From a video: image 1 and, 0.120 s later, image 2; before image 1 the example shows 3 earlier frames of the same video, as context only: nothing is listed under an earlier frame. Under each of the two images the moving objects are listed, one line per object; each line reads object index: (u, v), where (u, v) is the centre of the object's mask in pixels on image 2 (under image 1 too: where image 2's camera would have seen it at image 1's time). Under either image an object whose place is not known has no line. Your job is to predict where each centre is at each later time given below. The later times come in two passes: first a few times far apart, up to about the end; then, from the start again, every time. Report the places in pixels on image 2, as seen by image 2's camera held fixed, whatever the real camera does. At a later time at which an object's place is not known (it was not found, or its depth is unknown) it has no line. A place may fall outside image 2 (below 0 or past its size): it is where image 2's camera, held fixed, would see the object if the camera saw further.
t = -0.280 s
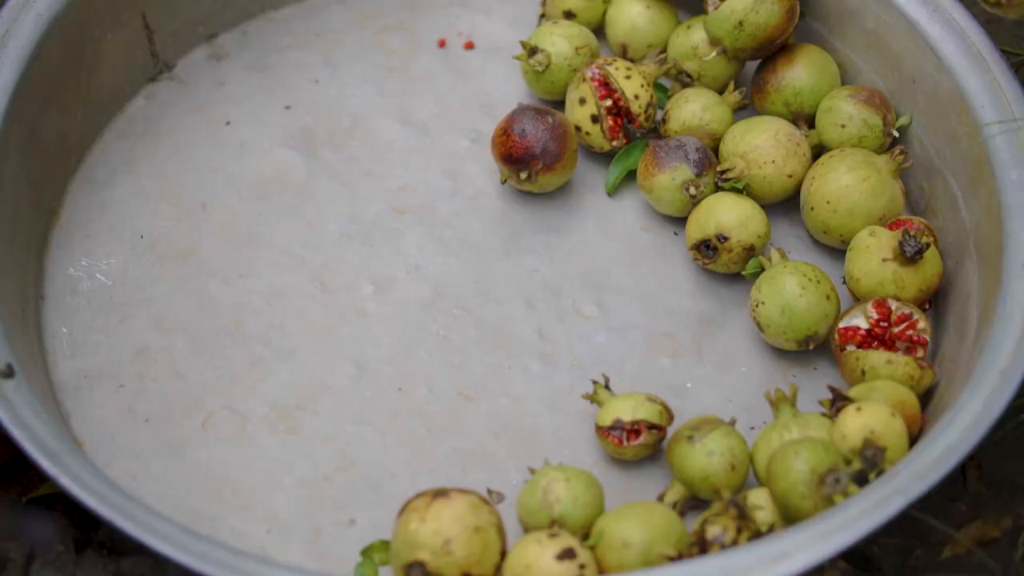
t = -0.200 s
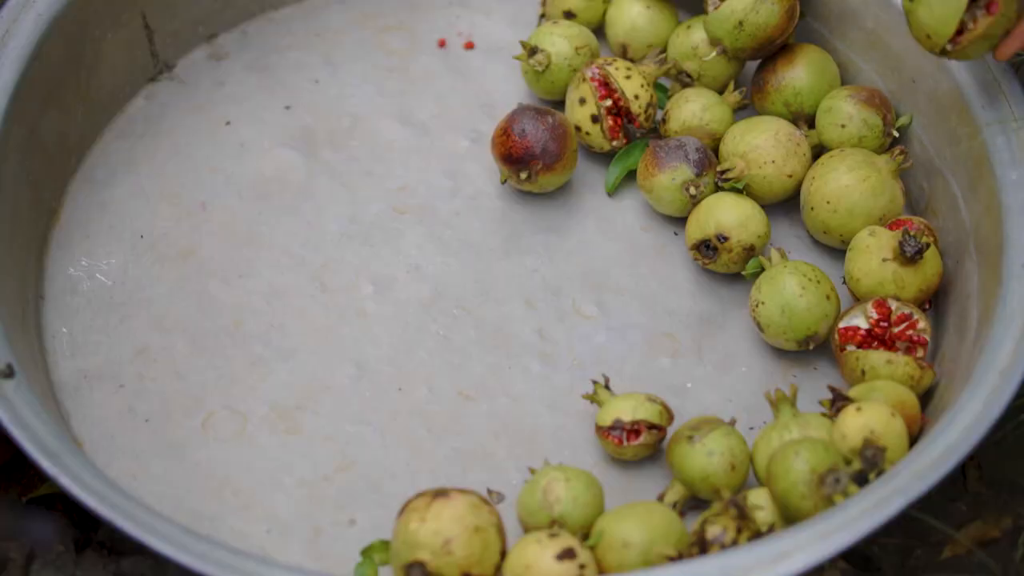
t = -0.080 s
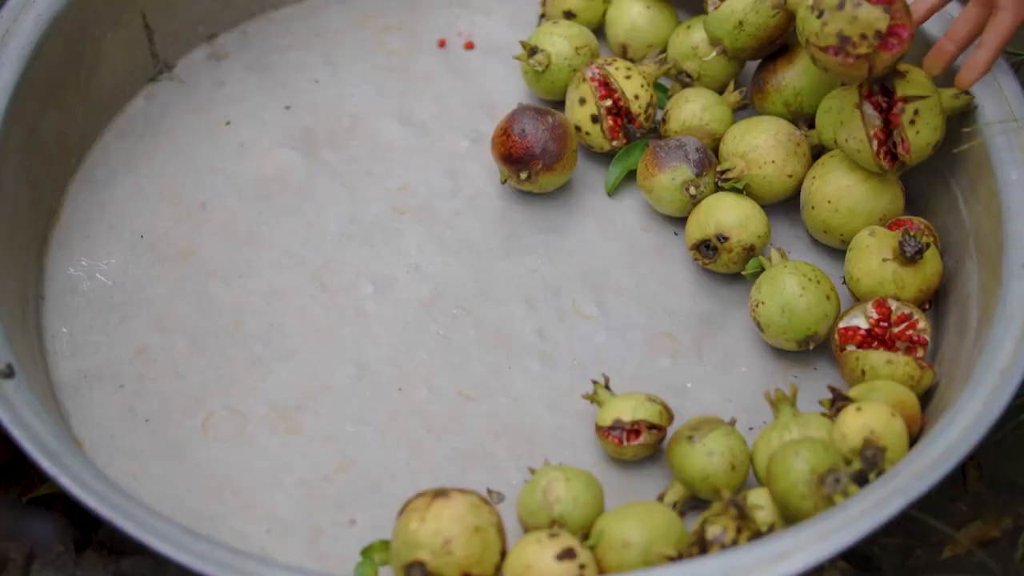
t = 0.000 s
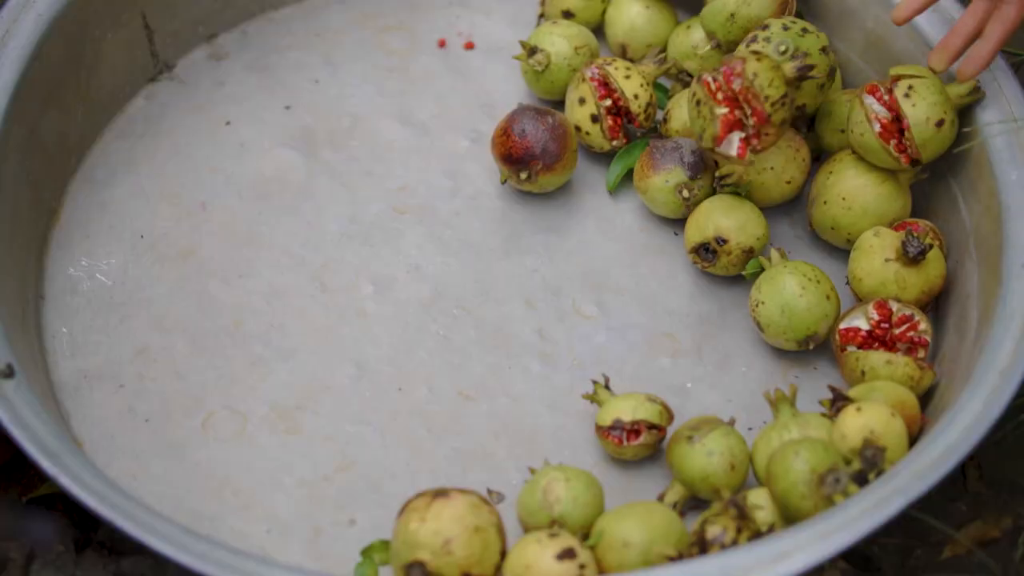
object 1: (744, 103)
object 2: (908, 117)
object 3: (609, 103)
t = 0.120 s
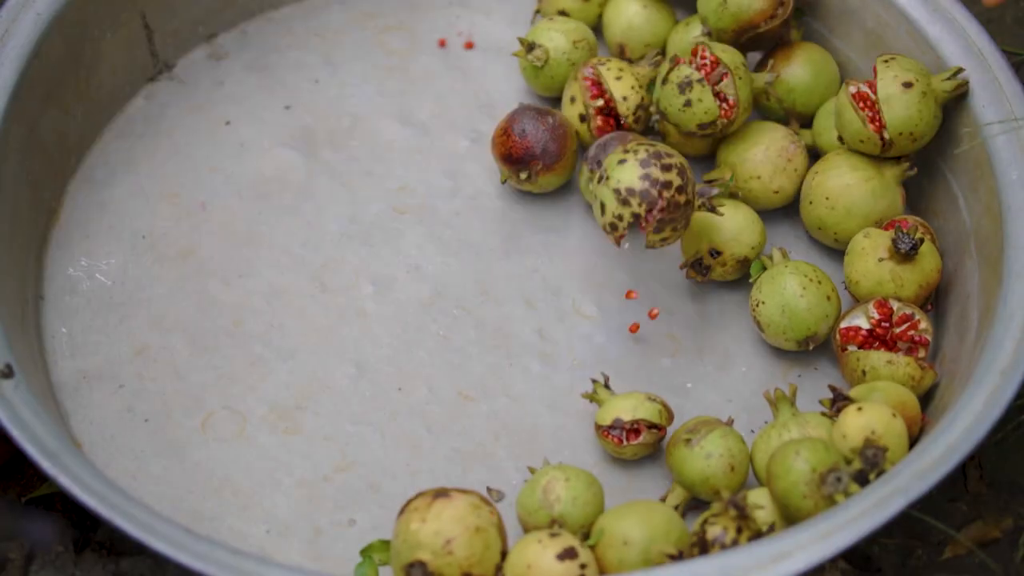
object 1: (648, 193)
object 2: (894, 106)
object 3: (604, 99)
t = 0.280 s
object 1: (578, 317)
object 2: (865, 90)
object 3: (596, 93)
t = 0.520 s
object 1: (531, 378)
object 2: (886, 95)
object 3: (618, 88)
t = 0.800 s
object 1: (555, 301)
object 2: (886, 95)
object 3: (618, 88)
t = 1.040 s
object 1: (602, 270)
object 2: (886, 95)
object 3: (618, 88)
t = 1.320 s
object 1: (612, 265)
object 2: (886, 95)
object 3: (618, 88)
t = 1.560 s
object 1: (587, 275)
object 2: (886, 95)
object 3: (618, 88)
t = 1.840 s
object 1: (612, 272)
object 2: (886, 95)
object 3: (618, 88)
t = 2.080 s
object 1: (596, 273)
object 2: (886, 95)
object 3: (618, 88)
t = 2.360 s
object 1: (605, 269)
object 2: (886, 95)
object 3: (618, 88)
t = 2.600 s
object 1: (599, 282)
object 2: (886, 95)
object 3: (618, 88)
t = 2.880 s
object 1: (599, 266)
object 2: (886, 95)
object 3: (618, 88)
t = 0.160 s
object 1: (617, 235)
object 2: (883, 95)
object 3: (596, 99)
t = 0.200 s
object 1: (595, 289)
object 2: (874, 86)
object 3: (589, 95)
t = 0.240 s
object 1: (589, 295)
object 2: (868, 85)
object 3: (590, 94)
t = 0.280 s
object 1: (578, 317)
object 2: (865, 90)
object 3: (596, 93)
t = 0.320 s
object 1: (562, 351)
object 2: (868, 92)
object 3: (604, 95)
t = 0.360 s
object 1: (548, 361)
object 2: (874, 90)
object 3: (613, 93)
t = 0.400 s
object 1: (539, 370)
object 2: (883, 92)
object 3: (615, 93)
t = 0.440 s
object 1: (534, 376)
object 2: (887, 96)
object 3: (615, 90)
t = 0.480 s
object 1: (531, 378)
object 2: (886, 97)
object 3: (617, 88)
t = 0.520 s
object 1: (531, 378)
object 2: (886, 95)
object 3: (618, 88)
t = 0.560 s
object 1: (532, 375)
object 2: (886, 95)
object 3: (618, 88)
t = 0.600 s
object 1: (533, 370)
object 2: (886, 95)
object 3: (618, 88)
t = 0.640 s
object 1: (534, 362)
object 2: (886, 95)
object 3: (618, 88)
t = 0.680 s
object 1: (538, 345)
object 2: (886, 95)
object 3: (618, 88)
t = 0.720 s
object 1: (542, 328)
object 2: (886, 95)
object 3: (618, 88)
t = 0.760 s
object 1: (548, 315)
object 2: (886, 95)
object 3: (618, 88)
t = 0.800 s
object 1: (555, 301)
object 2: (886, 95)
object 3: (618, 88)
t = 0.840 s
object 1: (561, 287)
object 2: (886, 95)
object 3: (618, 88)
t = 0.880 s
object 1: (570, 270)
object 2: (886, 95)
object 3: (618, 88)
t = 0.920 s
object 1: (578, 261)
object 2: (886, 95)
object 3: (618, 88)
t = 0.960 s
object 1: (585, 264)
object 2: (886, 95)
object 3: (618, 88)
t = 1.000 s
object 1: (592, 268)
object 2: (886, 95)
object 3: (618, 88)
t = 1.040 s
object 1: (602, 270)
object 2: (886, 95)
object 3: (618, 88)
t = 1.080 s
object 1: (610, 270)
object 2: (886, 95)
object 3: (618, 88)
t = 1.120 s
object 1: (615, 270)
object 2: (886, 95)
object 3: (618, 88)
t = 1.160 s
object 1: (617, 268)
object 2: (886, 95)
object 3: (618, 88)
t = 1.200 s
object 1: (617, 266)
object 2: (886, 95)
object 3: (618, 88)
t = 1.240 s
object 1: (616, 265)
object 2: (886, 95)
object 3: (618, 88)
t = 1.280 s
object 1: (615, 264)
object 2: (886, 95)
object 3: (618, 88)
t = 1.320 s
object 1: (612, 265)
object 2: (886, 95)
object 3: (618, 88)
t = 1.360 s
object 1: (609, 266)
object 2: (886, 95)
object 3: (618, 88)
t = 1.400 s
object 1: (605, 268)
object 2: (886, 95)
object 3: (618, 88)
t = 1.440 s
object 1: (600, 271)
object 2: (886, 95)
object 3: (618, 88)
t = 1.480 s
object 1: (593, 273)
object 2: (886, 95)
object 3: (618, 88)
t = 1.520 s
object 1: (589, 274)
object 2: (886, 95)
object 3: (618, 88)
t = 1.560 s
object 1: (587, 275)
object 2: (886, 95)
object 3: (618, 88)
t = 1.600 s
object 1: (588, 276)
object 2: (886, 95)
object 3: (618, 88)
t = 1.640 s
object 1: (590, 277)
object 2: (886, 95)
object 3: (618, 88)
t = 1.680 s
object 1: (594, 277)
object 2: (886, 95)
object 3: (618, 88)
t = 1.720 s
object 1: (600, 276)
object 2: (886, 95)
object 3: (618, 88)
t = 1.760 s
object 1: (606, 275)
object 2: (886, 95)
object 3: (618, 88)
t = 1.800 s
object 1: (610, 274)
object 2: (886, 95)
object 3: (618, 88)
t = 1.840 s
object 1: (612, 272)
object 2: (886, 95)
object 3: (618, 88)
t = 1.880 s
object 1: (613, 271)
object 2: (886, 95)
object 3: (618, 88)
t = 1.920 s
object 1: (613, 271)
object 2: (886, 95)
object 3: (618, 88)
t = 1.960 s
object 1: (610, 271)
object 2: (886, 95)
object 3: (618, 88)
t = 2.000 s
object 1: (607, 272)
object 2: (886, 95)
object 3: (618, 88)
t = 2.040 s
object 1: (601, 273)
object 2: (886, 95)
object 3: (618, 88)
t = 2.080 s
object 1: (596, 273)
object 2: (886, 95)
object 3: (618, 88)
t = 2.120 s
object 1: (591, 272)
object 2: (886, 95)
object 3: (618, 88)
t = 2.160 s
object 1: (590, 270)
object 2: (886, 95)
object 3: (618, 88)
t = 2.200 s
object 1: (592, 269)
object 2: (886, 95)
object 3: (618, 88)
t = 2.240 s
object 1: (597, 267)
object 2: (886, 95)
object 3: (618, 88)
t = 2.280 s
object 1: (602, 266)
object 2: (886, 95)
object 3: (618, 88)
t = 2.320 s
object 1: (605, 266)
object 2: (886, 95)
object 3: (618, 88)
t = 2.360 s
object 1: (605, 269)
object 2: (886, 95)
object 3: (618, 88)
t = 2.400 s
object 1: (603, 272)
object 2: (886, 95)
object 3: (618, 88)
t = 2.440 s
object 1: (600, 275)
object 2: (886, 95)
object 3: (618, 88)
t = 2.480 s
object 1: (598, 278)
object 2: (886, 95)
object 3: (618, 88)
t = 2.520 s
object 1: (597, 281)
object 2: (886, 95)
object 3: (618, 88)
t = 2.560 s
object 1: (598, 282)
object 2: (886, 95)
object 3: (618, 88)
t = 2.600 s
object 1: (599, 282)
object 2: (886, 95)
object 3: (618, 88)
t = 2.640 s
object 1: (600, 280)
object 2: (886, 95)
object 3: (618, 88)
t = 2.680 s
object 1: (601, 278)
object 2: (886, 95)
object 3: (618, 88)
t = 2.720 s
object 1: (600, 275)
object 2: (886, 95)
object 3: (618, 88)
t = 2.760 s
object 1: (600, 273)
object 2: (886, 95)
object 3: (618, 88)
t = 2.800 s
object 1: (601, 270)
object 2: (886, 95)
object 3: (618, 88)
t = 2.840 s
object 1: (601, 267)
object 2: (886, 95)
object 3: (618, 88)
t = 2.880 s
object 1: (599, 266)
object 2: (886, 95)
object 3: (618, 88)
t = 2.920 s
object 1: (596, 268)
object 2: (886, 95)
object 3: (618, 88)
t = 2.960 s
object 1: (595, 272)
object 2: (886, 95)
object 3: (618, 88)
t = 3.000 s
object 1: (595, 273)
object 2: (886, 95)
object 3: (618, 88)
